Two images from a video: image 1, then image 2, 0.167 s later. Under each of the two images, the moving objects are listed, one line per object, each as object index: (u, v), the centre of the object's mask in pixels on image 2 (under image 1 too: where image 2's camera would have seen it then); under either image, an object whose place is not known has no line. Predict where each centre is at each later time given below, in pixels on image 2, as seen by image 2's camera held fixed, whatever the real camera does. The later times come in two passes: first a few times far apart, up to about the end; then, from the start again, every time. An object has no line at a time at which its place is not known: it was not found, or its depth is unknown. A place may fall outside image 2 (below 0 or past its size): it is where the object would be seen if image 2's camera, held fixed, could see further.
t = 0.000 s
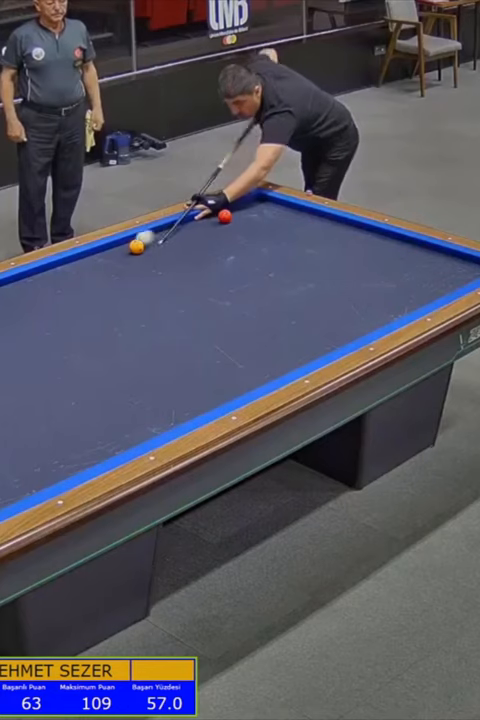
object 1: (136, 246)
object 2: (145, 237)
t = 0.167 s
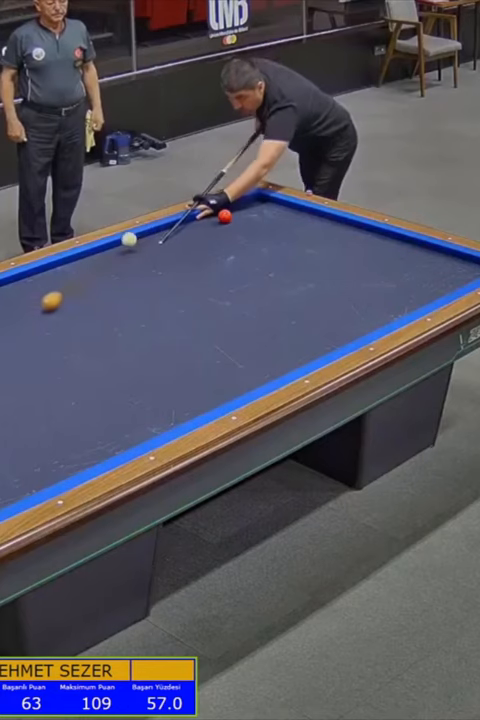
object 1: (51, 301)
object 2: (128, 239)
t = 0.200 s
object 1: (32, 314)
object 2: (126, 245)
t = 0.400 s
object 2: (115, 246)
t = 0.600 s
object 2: (108, 247)
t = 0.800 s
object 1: (56, 395)
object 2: (114, 246)
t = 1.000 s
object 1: (180, 362)
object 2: (127, 242)
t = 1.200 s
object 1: (284, 336)
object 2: (146, 235)
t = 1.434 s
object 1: (383, 311)
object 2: (171, 225)
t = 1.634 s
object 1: (444, 287)
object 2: (193, 218)
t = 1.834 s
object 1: (475, 263)
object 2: (214, 211)
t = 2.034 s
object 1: (428, 270)
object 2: (234, 205)
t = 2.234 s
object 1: (377, 278)
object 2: (254, 199)
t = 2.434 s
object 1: (331, 283)
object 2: (254, 198)
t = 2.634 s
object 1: (285, 289)
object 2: (243, 201)
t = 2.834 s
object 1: (237, 294)
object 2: (236, 205)
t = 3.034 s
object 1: (190, 300)
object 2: (229, 207)
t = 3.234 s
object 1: (141, 305)
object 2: (220, 209)
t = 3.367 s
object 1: (109, 309)
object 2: (215, 212)
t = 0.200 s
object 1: (32, 314)
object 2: (126, 245)
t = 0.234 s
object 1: (12, 328)
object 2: (124, 242)
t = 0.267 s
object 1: (1, 338)
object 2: (122, 241)
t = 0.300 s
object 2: (120, 242)
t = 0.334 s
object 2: (118, 246)
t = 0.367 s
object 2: (116, 246)
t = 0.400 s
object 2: (115, 246)
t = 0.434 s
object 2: (113, 247)
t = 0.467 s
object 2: (112, 247)
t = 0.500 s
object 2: (111, 247)
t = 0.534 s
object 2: (110, 247)
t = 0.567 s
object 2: (109, 247)
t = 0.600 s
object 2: (108, 247)
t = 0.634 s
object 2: (108, 247)
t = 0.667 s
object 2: (109, 247)
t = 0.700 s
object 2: (110, 247)
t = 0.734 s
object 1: (10, 406)
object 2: (111, 247)
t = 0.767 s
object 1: (33, 400)
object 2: (113, 246)
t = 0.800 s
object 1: (56, 395)
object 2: (114, 246)
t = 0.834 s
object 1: (79, 388)
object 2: (116, 246)
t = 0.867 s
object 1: (100, 383)
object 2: (118, 245)
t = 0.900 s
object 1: (121, 378)
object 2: (120, 245)
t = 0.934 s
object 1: (142, 372)
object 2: (122, 244)
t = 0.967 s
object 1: (162, 367)
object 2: (125, 243)
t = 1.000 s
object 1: (180, 362)
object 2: (127, 242)
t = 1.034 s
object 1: (200, 357)
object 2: (130, 241)
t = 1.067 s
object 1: (218, 352)
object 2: (133, 240)
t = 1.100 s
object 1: (235, 348)
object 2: (136, 239)
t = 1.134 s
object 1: (252, 344)
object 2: (139, 238)
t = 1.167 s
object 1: (268, 340)
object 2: (143, 237)
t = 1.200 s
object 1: (284, 336)
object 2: (146, 235)
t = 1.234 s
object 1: (299, 332)
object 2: (150, 234)
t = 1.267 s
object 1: (313, 328)
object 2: (153, 232)
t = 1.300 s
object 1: (328, 325)
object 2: (157, 231)
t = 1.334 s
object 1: (342, 321)
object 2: (160, 230)
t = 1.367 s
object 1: (356, 318)
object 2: (164, 228)
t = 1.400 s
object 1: (370, 314)
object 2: (167, 227)
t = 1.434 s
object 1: (383, 311)
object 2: (171, 225)
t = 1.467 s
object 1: (397, 307)
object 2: (174, 224)
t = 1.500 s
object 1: (409, 304)
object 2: (178, 223)
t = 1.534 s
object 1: (422, 300)
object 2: (181, 222)
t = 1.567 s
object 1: (434, 295)
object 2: (185, 220)
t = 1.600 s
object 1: (439, 291)
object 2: (189, 219)
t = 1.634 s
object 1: (444, 287)
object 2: (193, 218)
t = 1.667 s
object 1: (450, 283)
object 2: (196, 217)
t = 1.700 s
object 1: (455, 279)
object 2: (200, 216)
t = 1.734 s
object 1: (461, 274)
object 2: (203, 215)
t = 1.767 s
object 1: (466, 270)
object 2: (207, 214)
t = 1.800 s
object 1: (472, 266)
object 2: (210, 213)
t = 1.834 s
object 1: (475, 263)
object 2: (214, 211)
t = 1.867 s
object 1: (473, 262)
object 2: (216, 210)
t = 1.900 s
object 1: (464, 263)
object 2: (220, 208)
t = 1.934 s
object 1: (455, 265)
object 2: (224, 207)
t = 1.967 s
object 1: (445, 267)
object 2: (227, 206)
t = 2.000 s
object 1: (437, 268)
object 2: (231, 206)
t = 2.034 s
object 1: (428, 270)
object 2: (234, 205)
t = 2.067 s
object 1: (419, 272)
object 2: (237, 204)
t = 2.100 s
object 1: (410, 273)
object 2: (241, 203)
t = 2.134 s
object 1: (401, 274)
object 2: (244, 202)
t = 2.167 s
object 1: (393, 275)
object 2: (247, 201)
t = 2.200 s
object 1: (385, 277)
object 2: (250, 200)
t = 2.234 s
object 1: (377, 278)
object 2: (254, 199)
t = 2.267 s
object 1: (369, 279)
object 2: (256, 199)
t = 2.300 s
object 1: (362, 280)
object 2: (260, 198)
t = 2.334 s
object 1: (354, 281)
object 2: (262, 197)
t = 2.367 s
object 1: (347, 281)
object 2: (260, 197)
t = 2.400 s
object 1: (339, 282)
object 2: (256, 198)
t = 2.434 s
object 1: (331, 283)
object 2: (254, 198)
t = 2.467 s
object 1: (323, 284)
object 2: (251, 199)
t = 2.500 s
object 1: (316, 285)
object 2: (249, 199)
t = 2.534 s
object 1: (308, 286)
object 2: (247, 200)
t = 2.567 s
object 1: (300, 287)
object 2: (245, 200)
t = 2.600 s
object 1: (293, 288)
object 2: (244, 201)
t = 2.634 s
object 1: (285, 289)
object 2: (243, 201)
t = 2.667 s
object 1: (277, 290)
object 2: (242, 202)
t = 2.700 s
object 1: (269, 291)
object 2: (240, 202)
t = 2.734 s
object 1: (261, 292)
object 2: (239, 203)
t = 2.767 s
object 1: (253, 292)
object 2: (238, 204)
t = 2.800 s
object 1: (245, 293)
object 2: (237, 204)
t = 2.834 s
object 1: (237, 294)
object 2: (236, 205)
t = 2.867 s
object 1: (230, 295)
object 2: (234, 205)
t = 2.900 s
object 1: (222, 296)
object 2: (233, 206)
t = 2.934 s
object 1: (214, 297)
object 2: (232, 206)
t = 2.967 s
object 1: (205, 298)
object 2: (231, 206)
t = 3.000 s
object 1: (198, 299)
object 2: (230, 207)
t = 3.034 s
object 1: (190, 300)
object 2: (229, 207)
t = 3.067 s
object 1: (182, 301)
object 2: (228, 207)
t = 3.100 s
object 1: (174, 302)
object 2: (226, 208)
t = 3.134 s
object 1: (166, 303)
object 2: (225, 208)
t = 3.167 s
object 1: (158, 304)
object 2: (223, 208)
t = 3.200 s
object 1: (150, 305)
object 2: (221, 209)
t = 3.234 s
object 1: (141, 305)
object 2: (220, 209)
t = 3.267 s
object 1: (133, 307)
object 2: (218, 210)
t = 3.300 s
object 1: (125, 307)
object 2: (217, 211)
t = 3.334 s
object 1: (117, 308)
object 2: (216, 212)
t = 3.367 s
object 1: (109, 309)
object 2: (215, 212)
